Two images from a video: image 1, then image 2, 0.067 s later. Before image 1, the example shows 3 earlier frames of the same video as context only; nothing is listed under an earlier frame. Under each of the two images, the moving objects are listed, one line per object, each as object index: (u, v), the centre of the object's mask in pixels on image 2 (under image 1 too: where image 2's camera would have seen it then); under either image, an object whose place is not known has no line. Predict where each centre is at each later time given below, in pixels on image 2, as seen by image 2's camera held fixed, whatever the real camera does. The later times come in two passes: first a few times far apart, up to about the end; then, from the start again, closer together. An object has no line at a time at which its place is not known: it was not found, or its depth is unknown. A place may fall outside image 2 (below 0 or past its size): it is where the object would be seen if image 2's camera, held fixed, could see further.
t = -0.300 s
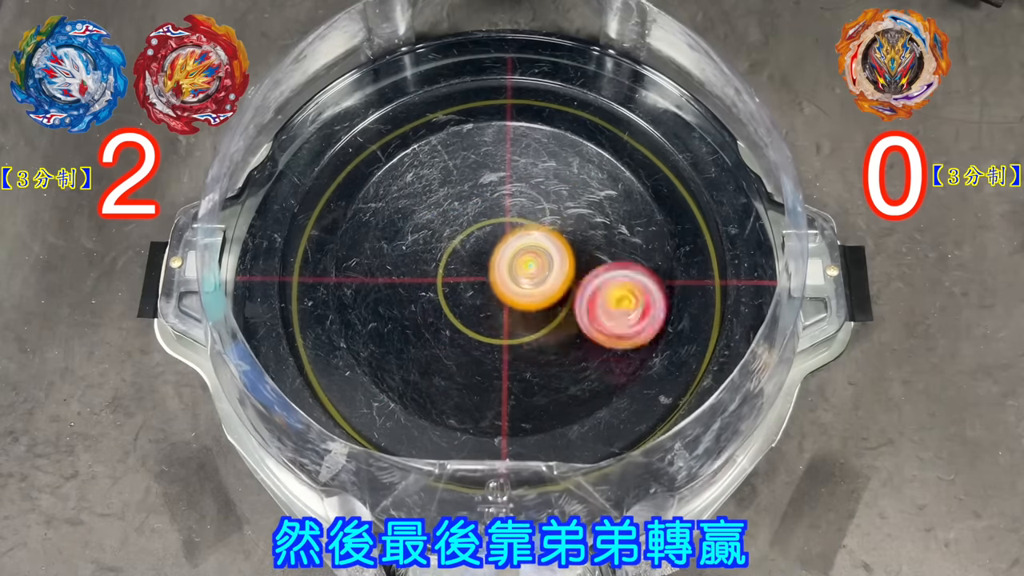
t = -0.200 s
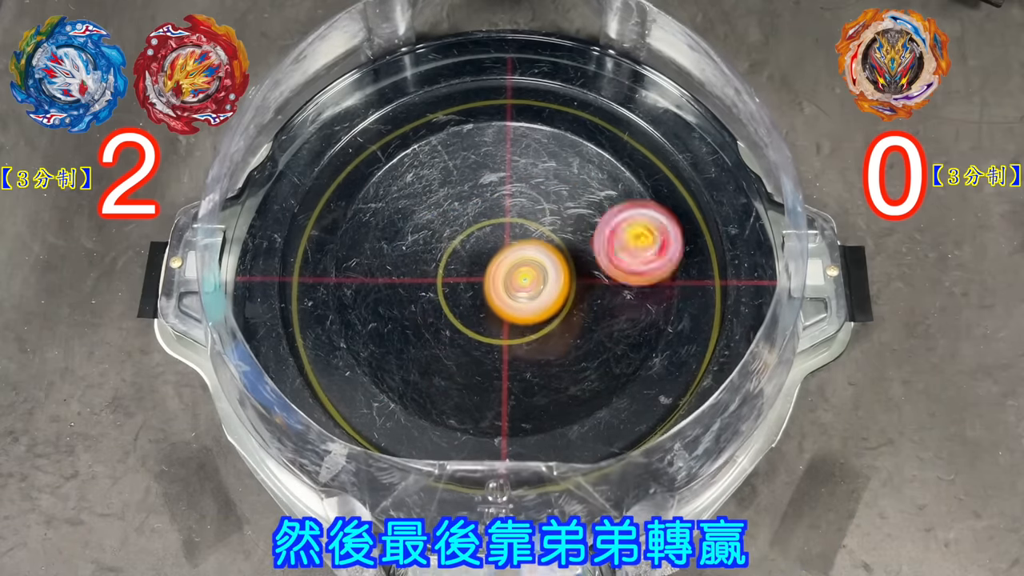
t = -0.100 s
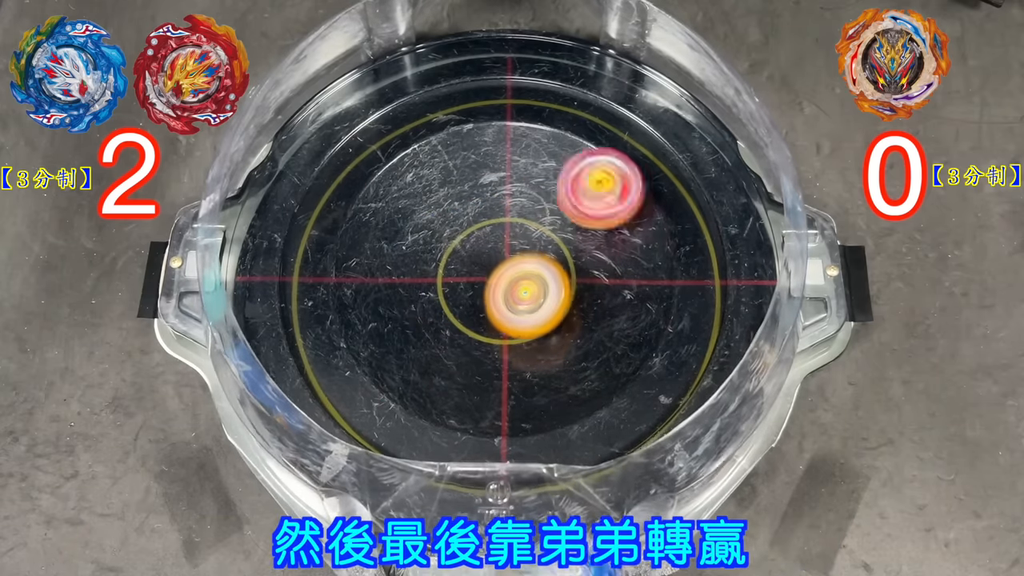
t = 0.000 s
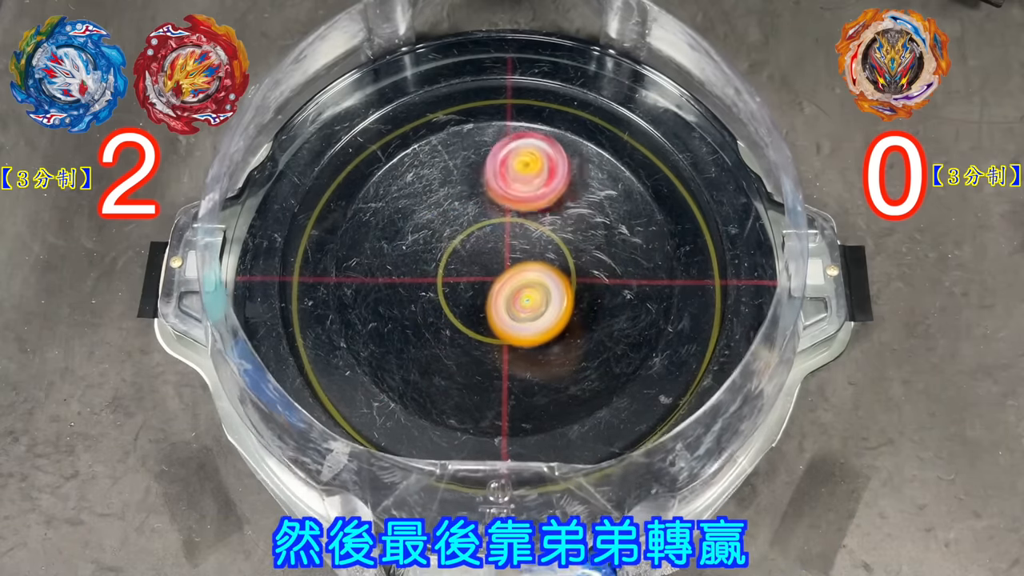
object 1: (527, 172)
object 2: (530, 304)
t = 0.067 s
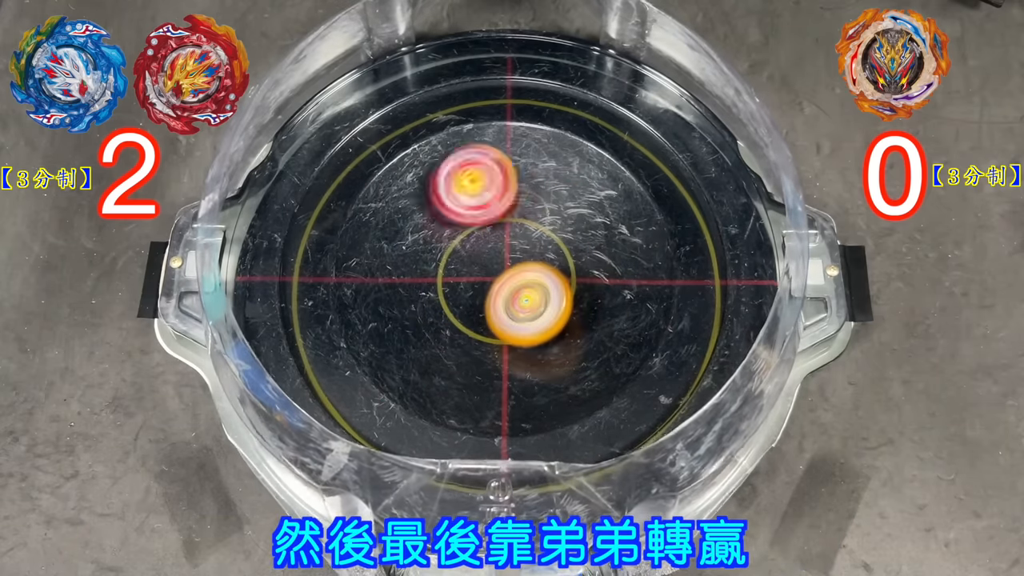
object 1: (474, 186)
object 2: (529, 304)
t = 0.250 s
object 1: (418, 294)
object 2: (516, 290)
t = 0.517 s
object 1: (548, 375)
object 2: (516, 267)
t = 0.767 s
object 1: (596, 242)
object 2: (489, 263)
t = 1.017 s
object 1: (458, 206)
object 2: (465, 287)
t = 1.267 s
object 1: (395, 296)
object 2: (486, 285)
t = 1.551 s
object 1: (486, 354)
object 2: (554, 257)
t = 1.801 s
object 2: (511, 160)
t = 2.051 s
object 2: (452, 94)
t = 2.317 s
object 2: (427, 86)
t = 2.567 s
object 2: (435, 93)
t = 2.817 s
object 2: (441, 103)
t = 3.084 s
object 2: (449, 123)
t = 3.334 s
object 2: (473, 79)
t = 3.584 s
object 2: (475, 84)
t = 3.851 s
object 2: (475, 94)
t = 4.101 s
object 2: (497, 104)
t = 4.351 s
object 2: (495, 190)
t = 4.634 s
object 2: (513, 303)
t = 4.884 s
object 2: (569, 326)
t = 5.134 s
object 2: (556, 314)
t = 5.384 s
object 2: (474, 278)
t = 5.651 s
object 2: (459, 290)
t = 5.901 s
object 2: (473, 248)
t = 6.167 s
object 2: (481, 237)
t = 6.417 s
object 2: (482, 221)
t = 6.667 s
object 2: (513, 260)
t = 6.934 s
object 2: (518, 268)
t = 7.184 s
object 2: (516, 269)
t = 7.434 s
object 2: (597, 385)
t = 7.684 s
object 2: (577, 369)
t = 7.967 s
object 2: (476, 356)
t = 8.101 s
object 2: (479, 351)
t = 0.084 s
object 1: (464, 193)
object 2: (528, 304)
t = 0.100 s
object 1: (453, 201)
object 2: (527, 303)
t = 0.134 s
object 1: (438, 219)
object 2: (525, 302)
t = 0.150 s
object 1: (430, 230)
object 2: (524, 300)
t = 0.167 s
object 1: (425, 240)
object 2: (524, 299)
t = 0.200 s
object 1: (418, 262)
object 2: (521, 295)
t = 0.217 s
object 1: (417, 273)
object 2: (519, 293)
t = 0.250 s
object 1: (418, 294)
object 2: (516, 290)
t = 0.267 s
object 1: (421, 304)
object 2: (515, 288)
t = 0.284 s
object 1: (426, 314)
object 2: (513, 287)
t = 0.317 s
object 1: (436, 331)
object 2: (510, 284)
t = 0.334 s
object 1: (442, 341)
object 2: (508, 282)
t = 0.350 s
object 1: (448, 348)
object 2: (508, 280)
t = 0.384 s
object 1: (464, 363)
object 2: (509, 276)
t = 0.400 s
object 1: (473, 368)
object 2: (510, 274)
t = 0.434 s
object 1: (494, 377)
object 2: (512, 271)
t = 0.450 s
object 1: (503, 379)
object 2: (513, 269)
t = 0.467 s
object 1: (514, 380)
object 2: (514, 268)
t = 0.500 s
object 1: (538, 379)
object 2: (515, 267)
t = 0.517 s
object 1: (548, 375)
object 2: (516, 267)
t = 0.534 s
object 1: (561, 370)
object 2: (516, 266)
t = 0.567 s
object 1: (577, 358)
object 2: (516, 266)
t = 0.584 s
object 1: (586, 349)
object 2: (516, 266)
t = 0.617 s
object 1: (597, 331)
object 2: (514, 265)
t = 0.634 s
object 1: (601, 321)
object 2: (513, 265)
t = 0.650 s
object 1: (604, 310)
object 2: (512, 265)
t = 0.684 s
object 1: (603, 288)
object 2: (511, 265)
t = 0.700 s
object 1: (602, 278)
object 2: (510, 266)
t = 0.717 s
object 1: (602, 268)
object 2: (507, 265)
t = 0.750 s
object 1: (600, 250)
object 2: (495, 263)
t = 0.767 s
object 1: (596, 242)
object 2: (489, 263)
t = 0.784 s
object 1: (591, 234)
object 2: (484, 264)
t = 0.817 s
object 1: (577, 221)
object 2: (476, 267)
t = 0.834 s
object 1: (569, 215)
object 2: (473, 269)
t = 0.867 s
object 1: (551, 206)
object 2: (468, 273)
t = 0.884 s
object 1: (540, 203)
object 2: (466, 275)
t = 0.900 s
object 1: (530, 200)
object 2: (465, 278)
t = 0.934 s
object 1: (509, 198)
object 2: (464, 281)
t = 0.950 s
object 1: (498, 198)
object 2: (463, 282)
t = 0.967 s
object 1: (488, 199)
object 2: (463, 284)
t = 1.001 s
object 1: (467, 205)
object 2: (464, 285)
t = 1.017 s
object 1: (458, 206)
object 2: (465, 287)
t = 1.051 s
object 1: (443, 207)
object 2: (466, 293)
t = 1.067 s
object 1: (435, 211)
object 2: (466, 295)
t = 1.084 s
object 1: (428, 215)
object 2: (467, 296)
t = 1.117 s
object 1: (415, 225)
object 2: (469, 296)
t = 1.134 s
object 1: (408, 232)
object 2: (470, 296)
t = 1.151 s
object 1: (402, 239)
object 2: (471, 295)
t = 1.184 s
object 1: (394, 253)
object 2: (474, 293)
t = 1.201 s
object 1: (391, 262)
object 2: (477, 291)
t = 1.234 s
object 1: (389, 278)
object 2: (481, 288)
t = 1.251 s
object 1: (392, 288)
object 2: (483, 286)
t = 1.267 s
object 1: (395, 296)
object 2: (486, 285)
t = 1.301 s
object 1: (390, 310)
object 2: (502, 281)
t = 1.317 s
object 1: (388, 317)
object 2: (513, 279)
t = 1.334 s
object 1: (388, 324)
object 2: (522, 276)
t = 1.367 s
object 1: (392, 337)
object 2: (539, 272)
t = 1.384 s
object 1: (396, 343)
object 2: (546, 269)
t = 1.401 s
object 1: (402, 348)
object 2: (552, 267)
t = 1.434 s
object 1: (418, 358)
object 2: (560, 262)
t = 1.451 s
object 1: (426, 362)
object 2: (563, 261)
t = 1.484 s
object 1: (444, 363)
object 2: (563, 259)
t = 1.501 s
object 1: (455, 362)
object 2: (562, 258)
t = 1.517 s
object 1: (466, 360)
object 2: (560, 258)
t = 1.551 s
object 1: (486, 354)
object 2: (554, 257)
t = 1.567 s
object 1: (496, 350)
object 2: (550, 256)
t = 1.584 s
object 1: (505, 344)
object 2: (545, 256)
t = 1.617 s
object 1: (520, 332)
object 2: (538, 252)
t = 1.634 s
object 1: (523, 328)
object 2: (538, 243)
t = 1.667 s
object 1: (530, 317)
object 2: (536, 227)
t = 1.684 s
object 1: (533, 311)
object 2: (533, 220)
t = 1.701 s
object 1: (535, 302)
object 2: (531, 215)
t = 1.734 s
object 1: (538, 284)
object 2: (523, 207)
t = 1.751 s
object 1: (537, 277)
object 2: (519, 204)
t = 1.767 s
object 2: (516, 190)
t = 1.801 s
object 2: (511, 160)
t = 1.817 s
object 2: (507, 148)
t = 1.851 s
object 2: (499, 128)
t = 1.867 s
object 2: (496, 120)
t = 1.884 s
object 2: (491, 113)
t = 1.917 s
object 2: (481, 107)
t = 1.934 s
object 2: (477, 105)
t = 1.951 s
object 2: (473, 103)
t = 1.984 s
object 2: (465, 99)
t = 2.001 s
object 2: (462, 98)
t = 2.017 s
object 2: (458, 96)
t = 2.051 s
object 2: (452, 94)
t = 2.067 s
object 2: (449, 93)
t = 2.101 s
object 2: (443, 91)
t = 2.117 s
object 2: (440, 90)
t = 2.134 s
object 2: (438, 89)
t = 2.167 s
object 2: (434, 88)
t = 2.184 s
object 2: (432, 87)
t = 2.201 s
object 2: (431, 87)
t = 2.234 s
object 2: (429, 86)
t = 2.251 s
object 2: (428, 86)
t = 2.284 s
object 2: (428, 86)
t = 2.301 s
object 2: (427, 86)
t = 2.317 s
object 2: (427, 86)
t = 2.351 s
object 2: (428, 87)
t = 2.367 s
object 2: (428, 87)
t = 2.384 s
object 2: (428, 87)
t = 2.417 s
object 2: (429, 88)
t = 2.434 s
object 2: (429, 88)
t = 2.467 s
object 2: (431, 89)
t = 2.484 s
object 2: (432, 90)
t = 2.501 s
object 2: (432, 90)
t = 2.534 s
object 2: (434, 92)
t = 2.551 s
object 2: (434, 92)
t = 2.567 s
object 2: (435, 93)
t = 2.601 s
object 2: (436, 94)
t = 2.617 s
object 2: (437, 95)
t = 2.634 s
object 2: (437, 95)
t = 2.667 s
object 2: (438, 97)
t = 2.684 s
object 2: (438, 98)
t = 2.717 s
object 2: (439, 99)
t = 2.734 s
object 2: (439, 100)
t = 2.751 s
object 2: (440, 100)
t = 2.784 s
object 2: (440, 102)
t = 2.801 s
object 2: (441, 102)
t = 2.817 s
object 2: (441, 103)
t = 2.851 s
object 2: (442, 105)
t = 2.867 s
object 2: (442, 105)
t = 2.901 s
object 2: (443, 107)
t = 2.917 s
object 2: (443, 107)
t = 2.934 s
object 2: (443, 108)
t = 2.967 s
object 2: (444, 110)
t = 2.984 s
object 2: (444, 110)
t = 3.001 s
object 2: (444, 111)
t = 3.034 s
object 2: (446, 114)
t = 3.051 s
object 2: (446, 116)
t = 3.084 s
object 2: (449, 123)
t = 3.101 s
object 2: (451, 128)
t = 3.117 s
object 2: (454, 132)
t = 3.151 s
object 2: (461, 135)
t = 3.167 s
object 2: (462, 125)
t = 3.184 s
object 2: (463, 114)
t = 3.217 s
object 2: (465, 99)
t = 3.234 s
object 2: (467, 95)
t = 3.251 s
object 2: (469, 93)
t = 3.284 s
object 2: (471, 84)
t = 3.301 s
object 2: (472, 83)
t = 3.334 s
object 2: (473, 79)
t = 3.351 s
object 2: (474, 78)
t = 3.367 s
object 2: (474, 77)
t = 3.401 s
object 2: (475, 78)
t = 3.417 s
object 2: (475, 78)
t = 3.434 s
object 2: (475, 79)
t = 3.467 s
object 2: (475, 79)
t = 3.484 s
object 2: (475, 80)
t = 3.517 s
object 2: (475, 81)
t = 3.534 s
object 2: (475, 82)
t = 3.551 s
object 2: (475, 83)
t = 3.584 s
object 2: (475, 84)
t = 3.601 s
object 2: (475, 85)
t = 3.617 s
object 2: (474, 86)
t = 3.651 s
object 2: (474, 87)
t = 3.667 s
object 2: (474, 88)
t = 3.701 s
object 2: (474, 89)
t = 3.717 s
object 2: (474, 90)
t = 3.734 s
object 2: (474, 90)
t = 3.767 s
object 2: (474, 92)
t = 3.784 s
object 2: (473, 92)
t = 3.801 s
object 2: (473, 92)
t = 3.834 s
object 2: (474, 93)
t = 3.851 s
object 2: (475, 94)
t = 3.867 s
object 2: (476, 94)
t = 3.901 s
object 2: (477, 95)
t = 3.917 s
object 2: (478, 95)
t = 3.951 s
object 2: (481, 96)
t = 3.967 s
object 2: (483, 96)
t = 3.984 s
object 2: (484, 97)
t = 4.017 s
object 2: (488, 98)
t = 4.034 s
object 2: (490, 100)
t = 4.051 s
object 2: (492, 100)
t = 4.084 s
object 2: (496, 103)
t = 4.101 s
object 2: (497, 104)
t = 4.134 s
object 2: (501, 107)
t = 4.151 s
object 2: (502, 110)
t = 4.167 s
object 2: (502, 114)
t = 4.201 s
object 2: (502, 123)
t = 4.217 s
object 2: (502, 130)
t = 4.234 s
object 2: (502, 136)
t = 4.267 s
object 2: (500, 150)
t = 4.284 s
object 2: (499, 157)
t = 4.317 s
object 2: (498, 173)
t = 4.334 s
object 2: (496, 181)
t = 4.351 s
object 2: (495, 190)
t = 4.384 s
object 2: (493, 208)
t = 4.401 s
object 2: (493, 218)
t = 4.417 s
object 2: (492, 227)
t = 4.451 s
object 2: (491, 245)
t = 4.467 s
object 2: (490, 252)
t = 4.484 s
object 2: (490, 260)
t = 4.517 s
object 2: (490, 273)
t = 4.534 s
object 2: (492, 280)
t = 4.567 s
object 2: (494, 290)
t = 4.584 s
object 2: (496, 294)
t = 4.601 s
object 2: (498, 296)
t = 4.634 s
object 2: (513, 303)
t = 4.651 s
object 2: (519, 305)
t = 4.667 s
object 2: (525, 308)
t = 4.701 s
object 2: (532, 311)
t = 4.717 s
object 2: (535, 311)
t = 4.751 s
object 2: (536, 312)
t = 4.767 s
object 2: (536, 311)
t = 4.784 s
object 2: (536, 311)
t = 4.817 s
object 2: (545, 315)
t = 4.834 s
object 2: (552, 319)
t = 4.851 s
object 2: (558, 322)
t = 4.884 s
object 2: (569, 326)
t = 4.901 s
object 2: (574, 327)
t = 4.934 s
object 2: (580, 330)
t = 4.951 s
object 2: (582, 330)
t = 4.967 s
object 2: (582, 330)
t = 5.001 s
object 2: (582, 328)
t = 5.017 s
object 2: (581, 328)
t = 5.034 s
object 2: (579, 326)
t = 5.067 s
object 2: (574, 323)
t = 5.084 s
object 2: (569, 321)
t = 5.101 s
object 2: (566, 318)
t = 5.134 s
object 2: (556, 314)
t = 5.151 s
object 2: (549, 311)
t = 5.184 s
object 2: (538, 305)
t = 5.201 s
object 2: (531, 302)
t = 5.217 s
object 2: (526, 298)
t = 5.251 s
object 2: (515, 291)
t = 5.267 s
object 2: (510, 286)
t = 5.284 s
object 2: (506, 282)
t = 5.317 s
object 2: (500, 273)
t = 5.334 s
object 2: (497, 271)
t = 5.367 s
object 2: (482, 275)
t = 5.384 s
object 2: (474, 278)
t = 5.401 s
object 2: (469, 280)
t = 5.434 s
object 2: (460, 284)
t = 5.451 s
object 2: (457, 287)
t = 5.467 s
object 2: (455, 288)
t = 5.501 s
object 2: (454, 291)
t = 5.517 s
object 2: (454, 292)
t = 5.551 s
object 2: (454, 294)
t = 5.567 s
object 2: (455, 294)
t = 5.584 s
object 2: (455, 294)
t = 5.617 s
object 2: (457, 293)
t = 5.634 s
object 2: (459, 291)
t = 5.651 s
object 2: (459, 290)
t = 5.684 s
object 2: (461, 287)
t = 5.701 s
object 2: (462, 284)
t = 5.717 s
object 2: (462, 282)
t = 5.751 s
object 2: (464, 277)
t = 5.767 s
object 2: (465, 273)
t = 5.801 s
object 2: (467, 267)
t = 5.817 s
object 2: (468, 264)
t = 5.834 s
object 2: (469, 260)
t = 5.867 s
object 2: (471, 254)
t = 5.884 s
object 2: (472, 252)
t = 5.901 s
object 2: (473, 248)
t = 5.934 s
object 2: (475, 243)
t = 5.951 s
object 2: (477, 241)
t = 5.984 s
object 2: (479, 238)
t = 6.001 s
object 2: (480, 237)
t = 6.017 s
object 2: (481, 236)
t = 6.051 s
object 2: (482, 236)
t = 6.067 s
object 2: (482, 237)
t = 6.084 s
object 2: (482, 237)
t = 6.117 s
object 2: (480, 235)
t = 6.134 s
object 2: (480, 235)
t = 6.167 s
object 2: (481, 237)
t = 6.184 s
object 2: (481, 238)
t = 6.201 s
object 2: (481, 240)
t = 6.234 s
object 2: (479, 237)
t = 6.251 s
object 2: (478, 233)
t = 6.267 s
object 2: (478, 229)
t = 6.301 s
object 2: (478, 222)
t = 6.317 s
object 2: (479, 220)
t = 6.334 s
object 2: (480, 219)
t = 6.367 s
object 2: (481, 218)
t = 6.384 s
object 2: (482, 218)
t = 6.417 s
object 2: (482, 221)
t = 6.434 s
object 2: (482, 223)
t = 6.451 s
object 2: (482, 226)
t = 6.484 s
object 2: (481, 233)
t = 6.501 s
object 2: (480, 238)
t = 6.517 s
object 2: (480, 242)
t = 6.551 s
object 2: (480, 253)
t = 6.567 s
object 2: (483, 256)
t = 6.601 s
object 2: (495, 256)
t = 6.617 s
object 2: (500, 257)
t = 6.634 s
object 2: (505, 258)
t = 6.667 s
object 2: (513, 260)
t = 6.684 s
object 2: (516, 261)
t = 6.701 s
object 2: (518, 262)
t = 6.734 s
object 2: (519, 264)
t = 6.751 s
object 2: (519, 265)
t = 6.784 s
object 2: (520, 266)
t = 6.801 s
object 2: (519, 267)
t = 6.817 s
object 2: (520, 267)
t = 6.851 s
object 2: (519, 267)
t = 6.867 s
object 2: (519, 268)
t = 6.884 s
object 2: (519, 268)
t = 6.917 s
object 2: (519, 268)
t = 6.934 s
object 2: (518, 268)
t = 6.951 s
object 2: (519, 268)
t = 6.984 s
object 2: (518, 268)
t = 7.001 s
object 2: (518, 269)
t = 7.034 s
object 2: (518, 268)
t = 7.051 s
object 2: (517, 268)
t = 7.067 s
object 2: (517, 269)
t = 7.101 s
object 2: (517, 269)
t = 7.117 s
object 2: (517, 269)
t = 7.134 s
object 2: (516, 269)
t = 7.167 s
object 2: (516, 269)
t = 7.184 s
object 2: (516, 269)
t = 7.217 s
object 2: (516, 269)
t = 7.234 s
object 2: (525, 280)
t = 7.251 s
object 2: (537, 293)
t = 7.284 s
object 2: (555, 316)
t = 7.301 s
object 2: (561, 327)
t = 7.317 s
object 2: (569, 336)
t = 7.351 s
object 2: (581, 355)
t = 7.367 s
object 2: (585, 363)
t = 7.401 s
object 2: (593, 376)
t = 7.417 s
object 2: (596, 381)
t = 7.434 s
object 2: (597, 385)
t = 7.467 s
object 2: (600, 391)
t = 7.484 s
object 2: (600, 392)
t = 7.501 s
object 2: (600, 393)
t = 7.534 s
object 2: (599, 394)
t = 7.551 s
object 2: (599, 393)
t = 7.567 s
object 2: (599, 392)
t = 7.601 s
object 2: (597, 388)
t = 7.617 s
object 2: (596, 385)
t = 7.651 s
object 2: (588, 378)
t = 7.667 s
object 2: (584, 374)
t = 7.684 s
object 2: (577, 369)
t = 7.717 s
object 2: (563, 359)
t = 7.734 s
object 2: (556, 353)
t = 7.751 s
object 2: (548, 347)
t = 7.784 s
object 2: (534, 333)
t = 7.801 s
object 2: (528, 325)
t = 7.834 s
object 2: (514, 311)
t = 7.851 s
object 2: (506, 316)
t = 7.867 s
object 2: (499, 323)
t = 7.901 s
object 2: (490, 337)
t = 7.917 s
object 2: (484, 344)
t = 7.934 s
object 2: (481, 347)
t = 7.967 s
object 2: (476, 356)
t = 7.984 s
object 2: (473, 359)
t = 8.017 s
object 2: (474, 358)
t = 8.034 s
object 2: (476, 359)
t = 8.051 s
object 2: (477, 359)
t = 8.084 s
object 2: (477, 354)
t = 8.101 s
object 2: (479, 351)
